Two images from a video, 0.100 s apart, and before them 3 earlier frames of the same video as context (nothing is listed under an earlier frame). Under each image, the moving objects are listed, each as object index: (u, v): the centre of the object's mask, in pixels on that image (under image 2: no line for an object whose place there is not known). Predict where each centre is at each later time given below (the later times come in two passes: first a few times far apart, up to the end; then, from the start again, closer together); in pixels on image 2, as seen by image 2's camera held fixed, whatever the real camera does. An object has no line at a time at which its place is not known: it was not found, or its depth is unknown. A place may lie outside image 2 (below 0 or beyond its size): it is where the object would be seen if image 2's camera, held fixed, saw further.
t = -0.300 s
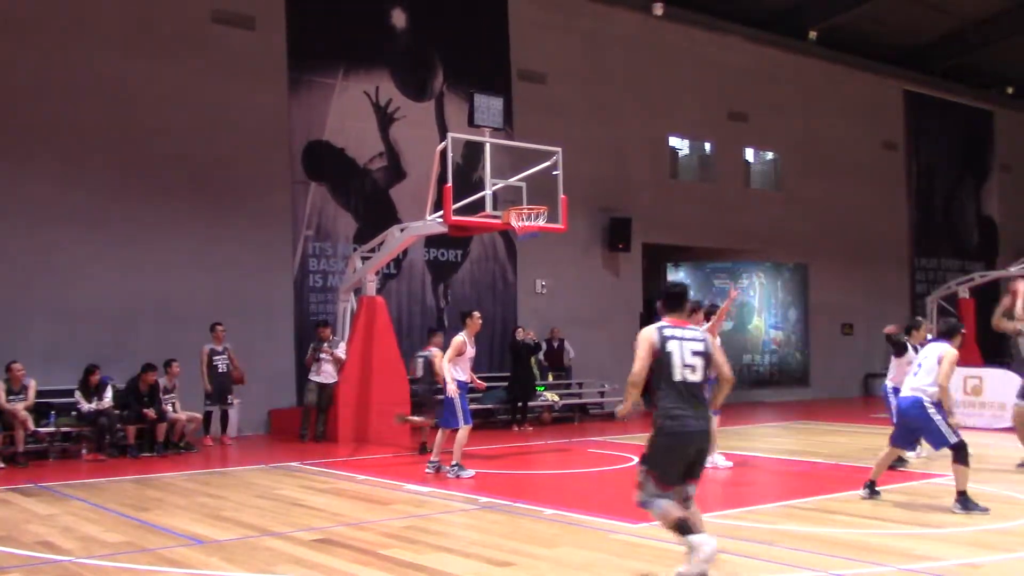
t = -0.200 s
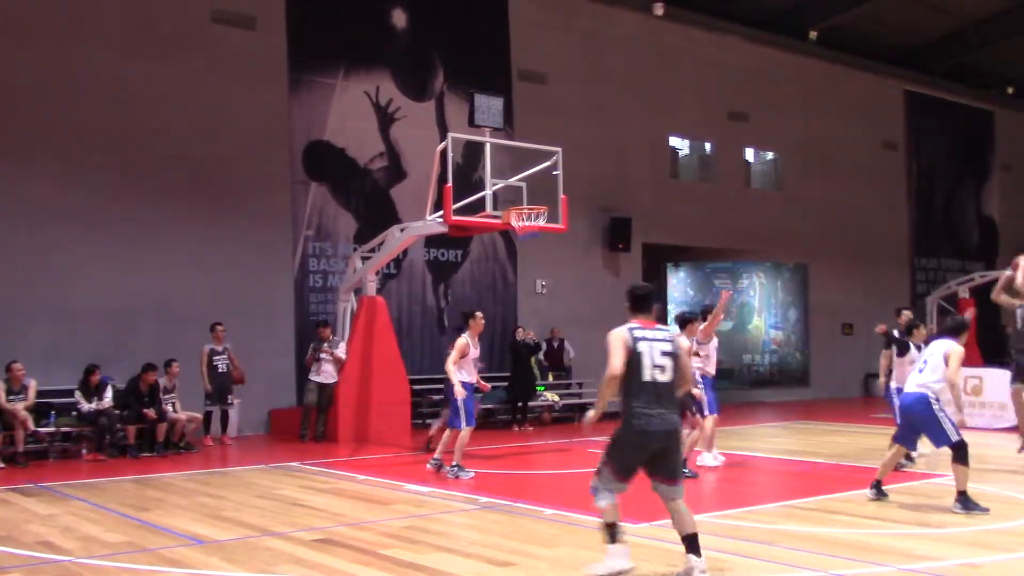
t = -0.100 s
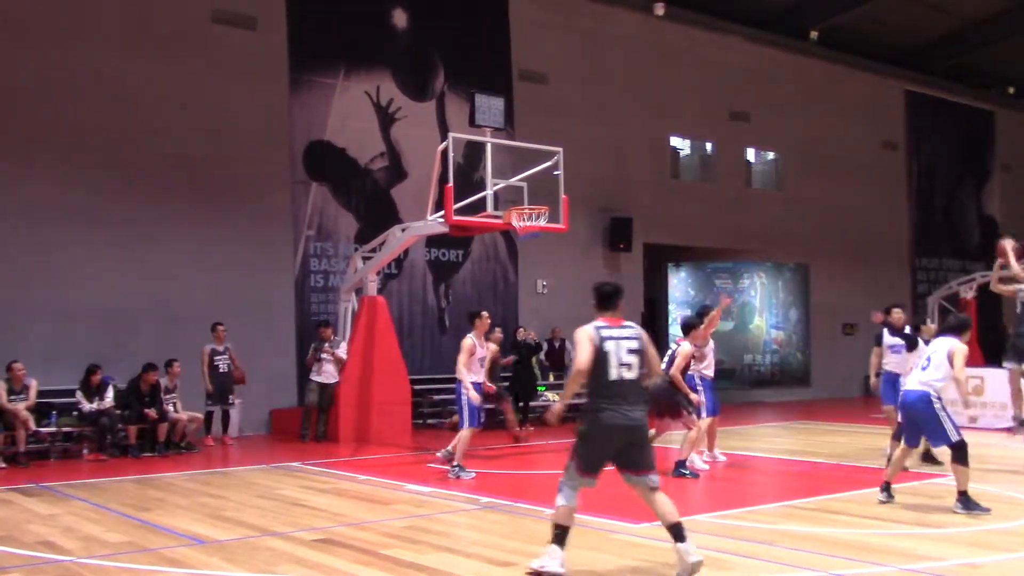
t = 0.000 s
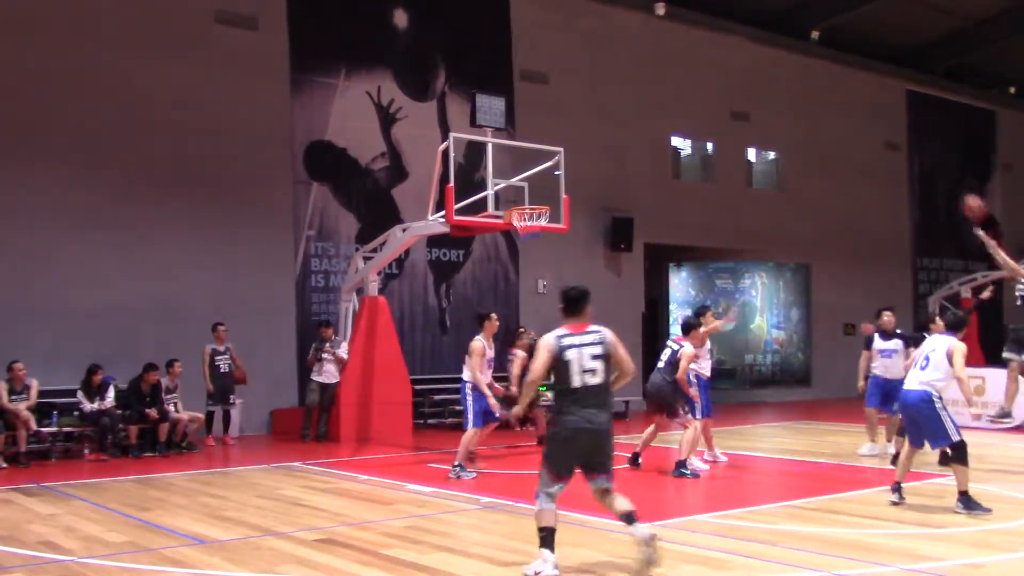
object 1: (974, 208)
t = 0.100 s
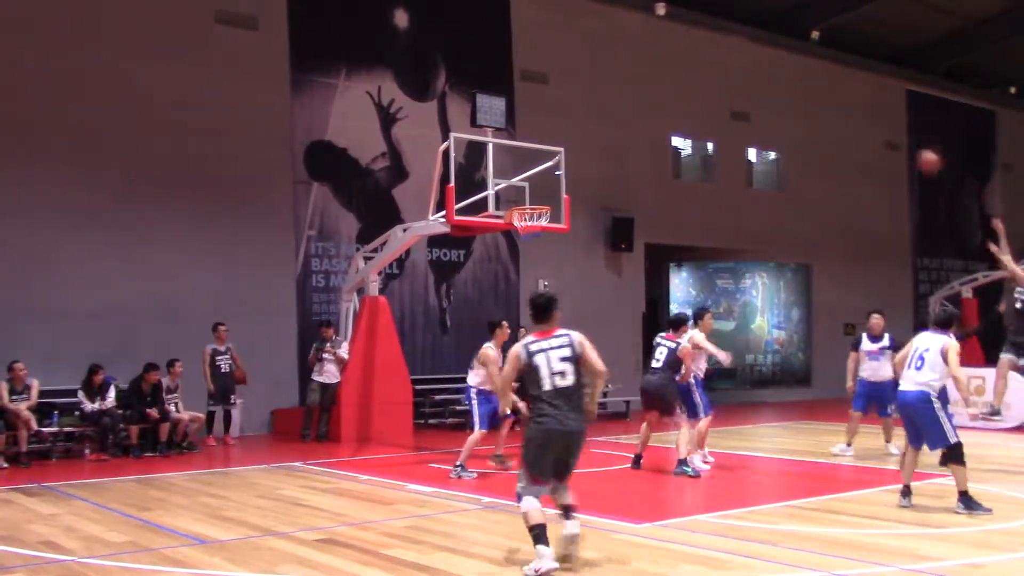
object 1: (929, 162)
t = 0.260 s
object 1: (859, 108)
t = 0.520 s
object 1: (754, 70)
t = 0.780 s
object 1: (657, 86)
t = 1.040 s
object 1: (567, 151)
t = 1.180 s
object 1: (524, 197)
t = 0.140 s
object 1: (912, 147)
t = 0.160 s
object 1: (902, 140)
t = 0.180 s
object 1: (893, 133)
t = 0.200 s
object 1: (884, 125)
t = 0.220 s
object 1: (876, 120)
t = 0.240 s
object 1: (867, 115)
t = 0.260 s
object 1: (859, 108)
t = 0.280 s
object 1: (851, 104)
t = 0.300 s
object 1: (842, 99)
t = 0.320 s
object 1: (834, 95)
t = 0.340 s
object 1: (826, 91)
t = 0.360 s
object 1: (817, 88)
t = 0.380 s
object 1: (810, 84)
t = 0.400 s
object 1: (801, 82)
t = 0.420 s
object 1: (793, 79)
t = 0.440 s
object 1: (784, 77)
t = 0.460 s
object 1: (777, 75)
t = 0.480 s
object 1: (769, 73)
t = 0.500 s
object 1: (761, 72)
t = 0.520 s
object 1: (754, 70)
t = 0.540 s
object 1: (744, 69)
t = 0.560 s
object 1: (737, 69)
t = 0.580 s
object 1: (730, 69)
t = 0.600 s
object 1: (722, 70)
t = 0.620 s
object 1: (715, 71)
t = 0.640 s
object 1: (707, 71)
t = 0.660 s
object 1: (701, 72)
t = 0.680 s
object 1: (693, 74)
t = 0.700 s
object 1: (687, 76)
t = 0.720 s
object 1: (678, 78)
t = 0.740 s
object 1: (671, 80)
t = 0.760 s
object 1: (664, 83)
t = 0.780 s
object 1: (657, 86)
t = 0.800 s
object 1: (648, 89)
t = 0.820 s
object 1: (642, 93)
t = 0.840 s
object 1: (634, 97)
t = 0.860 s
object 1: (627, 101)
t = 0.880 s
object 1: (622, 105)
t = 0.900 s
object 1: (615, 110)
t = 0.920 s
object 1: (606, 115)
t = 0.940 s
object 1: (600, 121)
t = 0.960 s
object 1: (593, 126)
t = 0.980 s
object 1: (586, 133)
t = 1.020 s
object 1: (573, 143)
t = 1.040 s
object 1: (567, 151)
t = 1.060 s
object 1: (560, 157)
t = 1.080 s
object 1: (551, 165)
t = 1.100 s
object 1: (543, 176)
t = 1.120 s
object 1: (539, 180)
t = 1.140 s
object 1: (532, 188)
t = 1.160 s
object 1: (525, 195)
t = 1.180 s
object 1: (524, 197)
